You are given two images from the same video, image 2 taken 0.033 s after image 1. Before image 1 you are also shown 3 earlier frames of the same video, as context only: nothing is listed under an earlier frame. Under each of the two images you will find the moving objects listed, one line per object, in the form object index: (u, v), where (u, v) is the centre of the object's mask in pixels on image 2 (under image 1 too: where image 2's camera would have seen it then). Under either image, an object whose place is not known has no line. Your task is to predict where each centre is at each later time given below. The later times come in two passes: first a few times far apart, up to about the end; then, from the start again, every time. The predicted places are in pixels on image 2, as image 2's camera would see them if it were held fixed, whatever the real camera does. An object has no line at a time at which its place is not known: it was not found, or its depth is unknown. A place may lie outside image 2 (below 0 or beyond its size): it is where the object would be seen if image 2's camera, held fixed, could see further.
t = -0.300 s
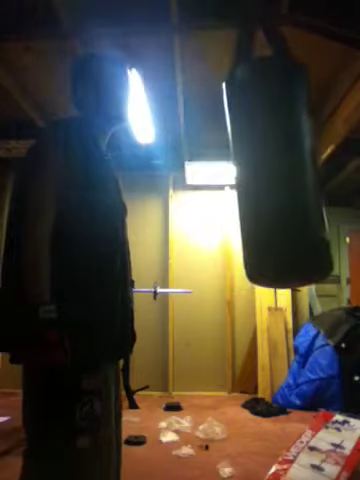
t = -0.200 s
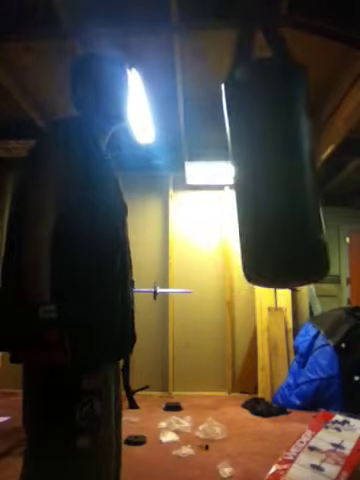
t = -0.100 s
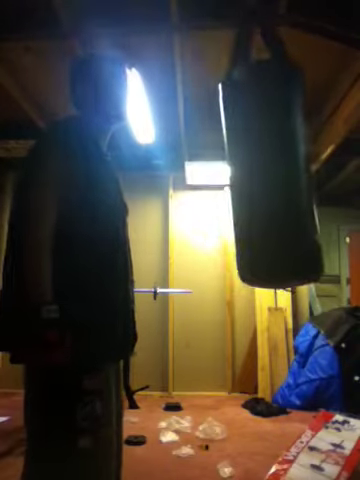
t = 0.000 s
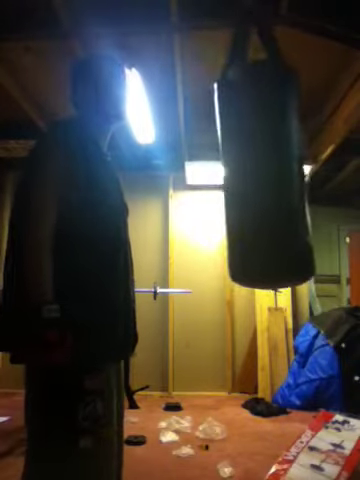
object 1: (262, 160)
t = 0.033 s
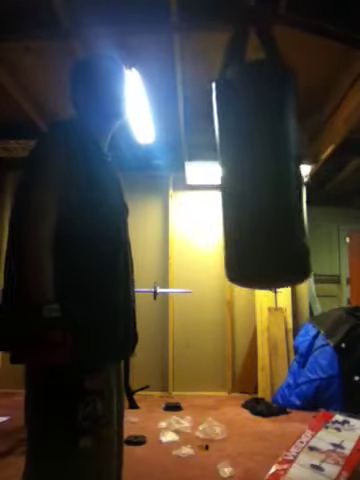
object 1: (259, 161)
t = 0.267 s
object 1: (239, 159)
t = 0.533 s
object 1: (217, 158)
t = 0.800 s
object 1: (209, 158)
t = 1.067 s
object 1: (221, 158)
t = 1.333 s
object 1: (247, 158)
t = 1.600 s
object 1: (269, 161)
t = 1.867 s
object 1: (274, 159)
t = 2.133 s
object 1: (263, 161)
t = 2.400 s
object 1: (241, 160)
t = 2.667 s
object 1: (219, 159)
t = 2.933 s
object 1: (212, 156)
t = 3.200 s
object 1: (223, 156)
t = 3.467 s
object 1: (249, 160)
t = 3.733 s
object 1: (270, 159)
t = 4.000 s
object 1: (275, 160)
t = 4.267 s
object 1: (263, 160)
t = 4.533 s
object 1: (241, 160)
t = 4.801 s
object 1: (220, 161)
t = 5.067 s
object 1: (212, 161)
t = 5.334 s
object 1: (224, 161)
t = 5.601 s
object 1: (249, 160)
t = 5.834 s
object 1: (268, 159)
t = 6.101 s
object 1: (275, 160)
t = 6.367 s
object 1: (266, 161)
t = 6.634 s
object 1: (245, 160)
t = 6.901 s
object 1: (222, 159)
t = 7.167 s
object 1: (212, 159)
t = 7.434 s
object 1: (221, 155)
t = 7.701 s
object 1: (245, 158)
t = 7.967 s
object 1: (266, 158)
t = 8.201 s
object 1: (273, 160)
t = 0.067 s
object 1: (256, 161)
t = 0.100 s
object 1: (254, 160)
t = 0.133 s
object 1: (251, 159)
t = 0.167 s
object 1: (248, 160)
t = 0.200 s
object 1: (245, 159)
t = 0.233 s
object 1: (242, 159)
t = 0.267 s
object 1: (239, 159)
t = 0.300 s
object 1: (236, 159)
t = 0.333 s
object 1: (233, 159)
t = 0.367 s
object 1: (230, 159)
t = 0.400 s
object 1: (226, 159)
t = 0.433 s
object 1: (223, 159)
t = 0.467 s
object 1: (221, 159)
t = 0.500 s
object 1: (219, 159)
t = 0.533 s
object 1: (217, 158)
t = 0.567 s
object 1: (215, 158)
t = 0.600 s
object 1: (213, 158)
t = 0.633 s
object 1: (212, 158)
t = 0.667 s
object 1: (210, 160)
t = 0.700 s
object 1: (210, 160)
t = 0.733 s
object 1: (209, 159)
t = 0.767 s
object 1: (209, 159)
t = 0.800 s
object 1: (209, 158)
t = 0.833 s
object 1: (209, 158)
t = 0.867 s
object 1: (210, 158)
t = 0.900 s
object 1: (211, 158)
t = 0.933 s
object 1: (212, 158)
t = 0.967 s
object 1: (214, 158)
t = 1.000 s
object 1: (216, 158)
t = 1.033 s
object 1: (219, 158)
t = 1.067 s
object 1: (221, 158)
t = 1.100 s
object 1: (224, 157)
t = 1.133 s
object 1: (227, 158)
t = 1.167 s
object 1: (231, 158)
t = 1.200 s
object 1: (234, 162)
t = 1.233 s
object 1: (237, 158)
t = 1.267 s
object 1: (240, 158)
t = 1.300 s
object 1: (244, 158)
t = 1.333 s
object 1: (247, 158)
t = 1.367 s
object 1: (251, 159)
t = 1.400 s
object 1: (253, 159)
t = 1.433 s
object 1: (257, 159)
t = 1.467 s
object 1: (260, 160)
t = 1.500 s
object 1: (263, 162)
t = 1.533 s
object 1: (265, 162)
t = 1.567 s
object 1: (267, 163)
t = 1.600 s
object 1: (269, 161)
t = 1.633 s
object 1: (271, 163)
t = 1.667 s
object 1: (272, 162)
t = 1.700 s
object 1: (273, 160)
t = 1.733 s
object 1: (274, 160)
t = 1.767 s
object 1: (274, 159)
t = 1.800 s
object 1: (275, 158)
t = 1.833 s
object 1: (275, 159)
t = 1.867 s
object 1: (274, 159)
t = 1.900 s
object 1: (274, 159)
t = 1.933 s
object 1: (273, 159)
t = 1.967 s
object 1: (272, 160)
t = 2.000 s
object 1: (271, 160)
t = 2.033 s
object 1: (269, 160)
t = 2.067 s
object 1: (268, 161)
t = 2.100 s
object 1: (265, 161)
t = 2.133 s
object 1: (263, 161)
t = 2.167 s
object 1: (260, 161)
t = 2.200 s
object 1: (258, 160)
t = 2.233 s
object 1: (255, 161)
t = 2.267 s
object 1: (253, 161)
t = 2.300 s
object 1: (250, 161)
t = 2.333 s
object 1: (247, 160)
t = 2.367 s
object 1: (244, 160)
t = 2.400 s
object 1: (241, 160)
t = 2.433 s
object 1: (238, 160)
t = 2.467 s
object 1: (235, 160)
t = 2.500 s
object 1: (232, 161)
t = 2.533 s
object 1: (229, 160)
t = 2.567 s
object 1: (226, 161)
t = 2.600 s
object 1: (223, 160)
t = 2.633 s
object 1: (221, 160)
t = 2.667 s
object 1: (219, 159)
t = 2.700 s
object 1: (217, 158)
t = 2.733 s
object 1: (216, 158)
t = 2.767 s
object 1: (214, 157)
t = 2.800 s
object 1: (213, 157)
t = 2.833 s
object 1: (212, 157)
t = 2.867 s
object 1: (212, 156)
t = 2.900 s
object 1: (212, 156)
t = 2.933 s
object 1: (212, 156)
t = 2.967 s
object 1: (212, 156)
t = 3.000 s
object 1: (213, 156)
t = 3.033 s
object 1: (214, 155)
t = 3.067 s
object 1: (215, 155)
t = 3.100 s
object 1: (216, 156)
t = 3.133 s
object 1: (218, 156)
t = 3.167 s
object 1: (220, 156)
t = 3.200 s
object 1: (223, 156)
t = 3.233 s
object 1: (226, 157)
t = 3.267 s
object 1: (229, 159)
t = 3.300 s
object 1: (232, 159)
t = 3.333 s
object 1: (235, 160)
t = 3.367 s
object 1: (239, 160)
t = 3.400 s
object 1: (243, 160)
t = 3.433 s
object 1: (246, 160)
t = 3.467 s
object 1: (249, 160)
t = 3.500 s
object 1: (252, 159)
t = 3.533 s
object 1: (255, 160)
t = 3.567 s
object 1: (258, 159)
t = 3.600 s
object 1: (261, 159)
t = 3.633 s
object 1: (264, 159)
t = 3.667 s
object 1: (266, 159)
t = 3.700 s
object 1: (268, 159)
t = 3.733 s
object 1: (270, 159)
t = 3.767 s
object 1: (271, 160)
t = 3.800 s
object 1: (273, 160)
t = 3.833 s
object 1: (274, 160)
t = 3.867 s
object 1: (274, 160)
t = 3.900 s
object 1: (275, 160)
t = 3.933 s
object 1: (275, 160)
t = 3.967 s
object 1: (275, 160)
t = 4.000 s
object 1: (275, 160)
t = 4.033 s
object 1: (274, 160)
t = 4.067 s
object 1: (273, 160)
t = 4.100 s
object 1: (272, 160)
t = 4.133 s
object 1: (271, 160)
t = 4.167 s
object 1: (269, 160)
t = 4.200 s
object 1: (267, 160)
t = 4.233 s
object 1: (265, 160)
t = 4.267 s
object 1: (263, 160)
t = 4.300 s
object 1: (260, 160)
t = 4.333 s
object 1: (258, 161)
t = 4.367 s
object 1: (255, 161)
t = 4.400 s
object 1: (253, 160)
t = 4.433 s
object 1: (250, 160)
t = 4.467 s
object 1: (247, 160)
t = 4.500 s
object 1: (244, 161)
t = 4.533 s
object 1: (241, 160)
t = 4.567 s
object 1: (238, 160)
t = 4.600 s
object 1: (236, 159)
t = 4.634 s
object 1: (233, 160)
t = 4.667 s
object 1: (231, 159)
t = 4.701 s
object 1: (228, 159)
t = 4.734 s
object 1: (225, 159)
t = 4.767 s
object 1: (223, 158)
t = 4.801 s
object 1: (220, 161)
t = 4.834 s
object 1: (218, 160)
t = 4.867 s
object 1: (216, 162)
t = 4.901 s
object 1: (215, 162)
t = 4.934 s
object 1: (214, 162)
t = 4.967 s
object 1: (213, 161)
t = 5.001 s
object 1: (212, 161)
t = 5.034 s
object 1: (212, 161)
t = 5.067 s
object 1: (212, 161)
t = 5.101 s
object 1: (212, 161)
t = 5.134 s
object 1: (213, 161)
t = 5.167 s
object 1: (214, 160)
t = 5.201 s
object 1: (215, 160)
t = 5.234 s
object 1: (217, 160)
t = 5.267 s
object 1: (219, 160)
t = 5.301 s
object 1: (221, 160)
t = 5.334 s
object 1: (224, 161)
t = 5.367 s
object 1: (226, 161)
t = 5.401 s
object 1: (229, 159)
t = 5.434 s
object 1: (232, 162)
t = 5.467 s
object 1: (236, 160)
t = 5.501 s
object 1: (240, 159)
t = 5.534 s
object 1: (243, 158)
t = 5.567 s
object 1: (246, 158)
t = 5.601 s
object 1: (249, 160)
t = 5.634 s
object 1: (252, 159)
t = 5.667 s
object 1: (255, 162)
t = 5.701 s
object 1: (258, 158)
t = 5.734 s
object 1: (261, 159)
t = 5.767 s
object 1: (263, 159)
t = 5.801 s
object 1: (265, 159)
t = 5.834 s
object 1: (268, 159)
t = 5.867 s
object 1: (269, 160)
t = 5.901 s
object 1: (271, 160)
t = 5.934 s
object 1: (272, 161)
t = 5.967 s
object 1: (273, 160)
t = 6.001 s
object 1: (274, 160)
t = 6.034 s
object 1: (274, 160)
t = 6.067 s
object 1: (275, 160)
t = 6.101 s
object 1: (275, 160)
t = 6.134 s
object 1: (275, 160)
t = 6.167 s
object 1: (274, 159)
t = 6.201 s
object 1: (273, 160)
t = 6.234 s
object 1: (272, 160)
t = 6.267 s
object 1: (271, 160)
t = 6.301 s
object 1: (269, 161)
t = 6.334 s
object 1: (267, 161)
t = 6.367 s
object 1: (266, 161)
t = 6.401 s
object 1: (263, 161)
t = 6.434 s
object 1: (261, 161)
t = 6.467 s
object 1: (259, 161)
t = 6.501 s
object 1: (256, 161)
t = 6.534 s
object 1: (253, 160)
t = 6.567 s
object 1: (250, 160)
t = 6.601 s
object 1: (248, 160)
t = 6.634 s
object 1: (245, 160)
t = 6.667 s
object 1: (242, 161)
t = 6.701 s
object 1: (239, 160)
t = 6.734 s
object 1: (236, 161)
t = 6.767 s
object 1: (233, 160)
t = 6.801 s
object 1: (229, 160)
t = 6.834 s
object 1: (227, 159)
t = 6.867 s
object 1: (225, 159)
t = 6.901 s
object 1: (222, 159)
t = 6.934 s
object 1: (220, 161)
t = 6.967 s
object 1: (218, 159)
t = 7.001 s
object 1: (216, 161)
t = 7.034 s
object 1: (215, 161)
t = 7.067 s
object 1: (213, 160)
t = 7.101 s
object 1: (213, 160)
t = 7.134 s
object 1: (212, 160)
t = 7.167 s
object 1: (212, 159)
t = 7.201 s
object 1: (212, 159)
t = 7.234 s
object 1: (212, 159)
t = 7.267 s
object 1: (213, 158)
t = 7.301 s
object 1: (213, 158)
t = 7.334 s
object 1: (215, 157)
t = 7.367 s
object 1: (217, 157)
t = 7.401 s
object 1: (219, 155)
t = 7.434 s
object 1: (221, 155)
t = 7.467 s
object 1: (223, 155)
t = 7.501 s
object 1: (226, 157)
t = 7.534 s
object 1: (229, 160)
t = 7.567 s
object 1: (232, 158)
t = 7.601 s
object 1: (235, 158)
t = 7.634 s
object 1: (238, 158)
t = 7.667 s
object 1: (242, 157)
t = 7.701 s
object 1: (245, 158)
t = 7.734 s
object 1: (248, 157)
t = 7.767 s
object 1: (251, 156)
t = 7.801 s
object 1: (253, 157)
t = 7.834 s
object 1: (256, 159)
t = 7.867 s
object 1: (259, 159)
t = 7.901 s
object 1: (262, 158)
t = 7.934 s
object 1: (264, 158)
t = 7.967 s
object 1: (266, 158)
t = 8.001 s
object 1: (268, 159)
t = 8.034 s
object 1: (270, 159)
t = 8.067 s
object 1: (271, 160)
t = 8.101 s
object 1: (272, 159)
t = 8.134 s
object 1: (272, 160)
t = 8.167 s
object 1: (273, 160)
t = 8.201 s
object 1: (273, 160)
